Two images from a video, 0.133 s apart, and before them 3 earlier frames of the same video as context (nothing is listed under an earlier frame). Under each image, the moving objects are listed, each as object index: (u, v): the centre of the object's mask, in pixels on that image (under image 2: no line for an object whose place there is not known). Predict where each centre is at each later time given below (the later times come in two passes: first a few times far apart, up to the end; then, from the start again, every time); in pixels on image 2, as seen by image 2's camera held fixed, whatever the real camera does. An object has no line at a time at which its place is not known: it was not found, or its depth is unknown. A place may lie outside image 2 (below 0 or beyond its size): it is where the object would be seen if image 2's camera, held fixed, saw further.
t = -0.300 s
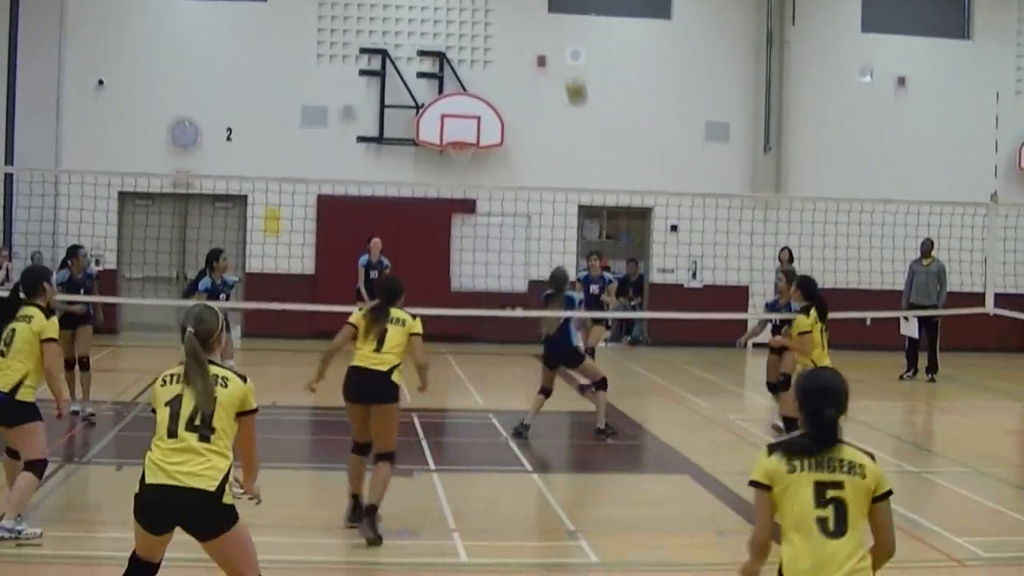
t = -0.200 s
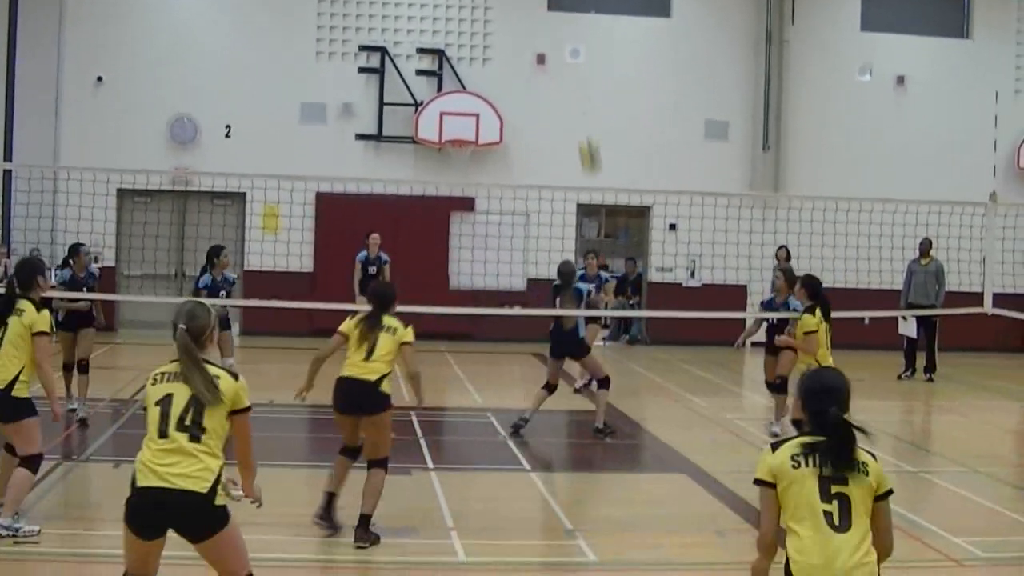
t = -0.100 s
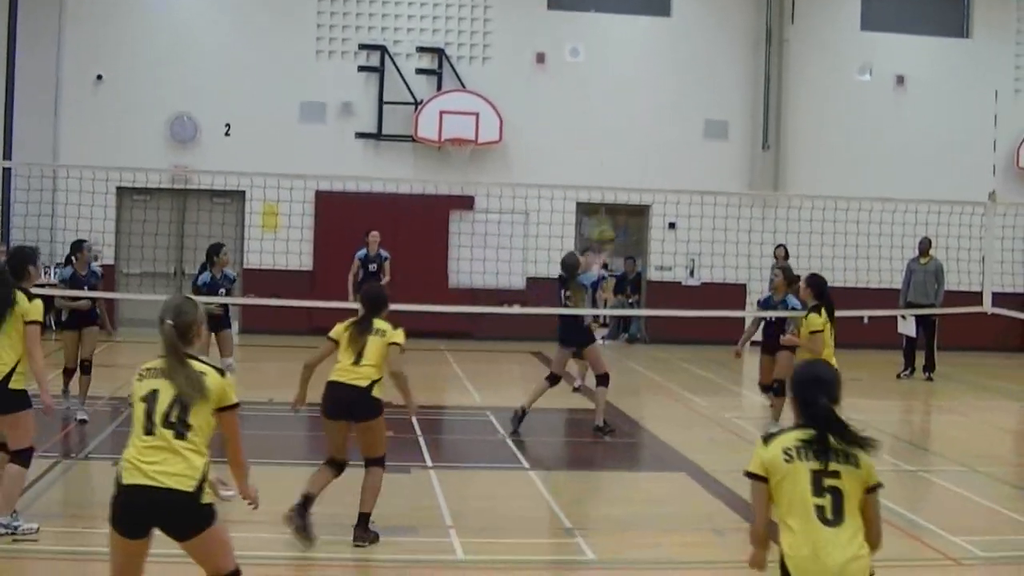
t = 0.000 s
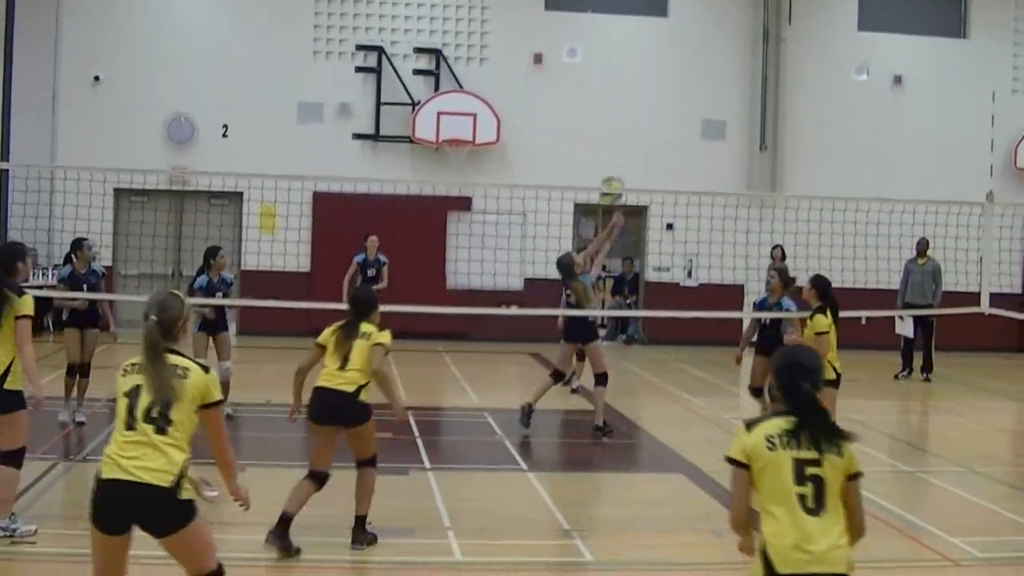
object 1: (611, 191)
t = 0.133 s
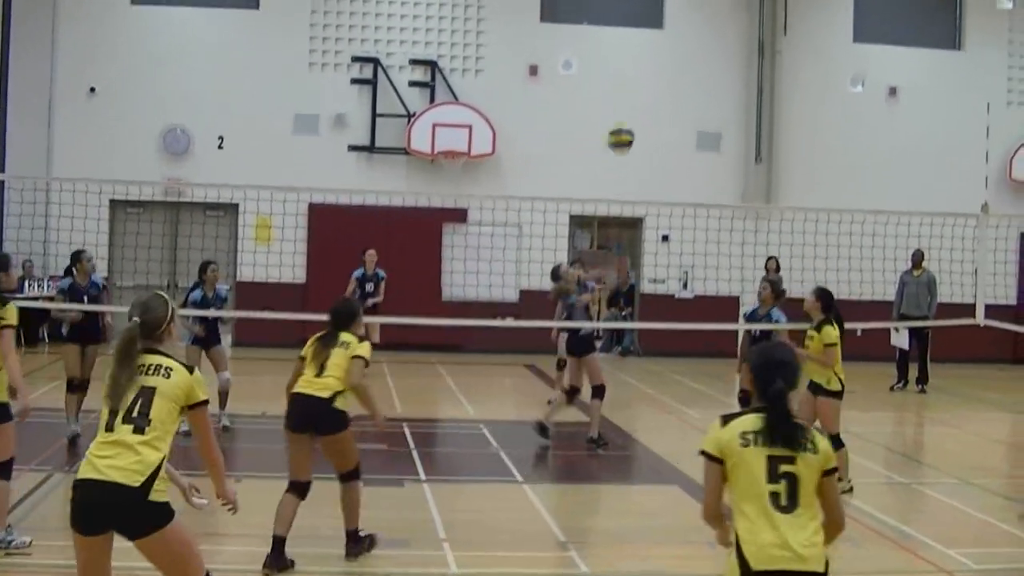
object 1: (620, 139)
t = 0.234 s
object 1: (631, 99)
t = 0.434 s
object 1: (657, 57)
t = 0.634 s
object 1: (690, 91)
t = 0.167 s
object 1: (624, 123)
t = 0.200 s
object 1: (628, 111)
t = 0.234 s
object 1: (631, 99)
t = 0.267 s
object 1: (635, 89)
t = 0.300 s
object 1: (640, 79)
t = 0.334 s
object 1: (644, 70)
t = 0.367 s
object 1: (648, 64)
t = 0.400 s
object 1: (653, 60)
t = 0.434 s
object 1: (657, 57)
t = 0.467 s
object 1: (661, 56)
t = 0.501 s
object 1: (666, 57)
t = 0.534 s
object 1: (672, 61)
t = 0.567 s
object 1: (678, 67)
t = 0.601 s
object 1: (683, 77)
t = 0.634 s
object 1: (690, 91)
